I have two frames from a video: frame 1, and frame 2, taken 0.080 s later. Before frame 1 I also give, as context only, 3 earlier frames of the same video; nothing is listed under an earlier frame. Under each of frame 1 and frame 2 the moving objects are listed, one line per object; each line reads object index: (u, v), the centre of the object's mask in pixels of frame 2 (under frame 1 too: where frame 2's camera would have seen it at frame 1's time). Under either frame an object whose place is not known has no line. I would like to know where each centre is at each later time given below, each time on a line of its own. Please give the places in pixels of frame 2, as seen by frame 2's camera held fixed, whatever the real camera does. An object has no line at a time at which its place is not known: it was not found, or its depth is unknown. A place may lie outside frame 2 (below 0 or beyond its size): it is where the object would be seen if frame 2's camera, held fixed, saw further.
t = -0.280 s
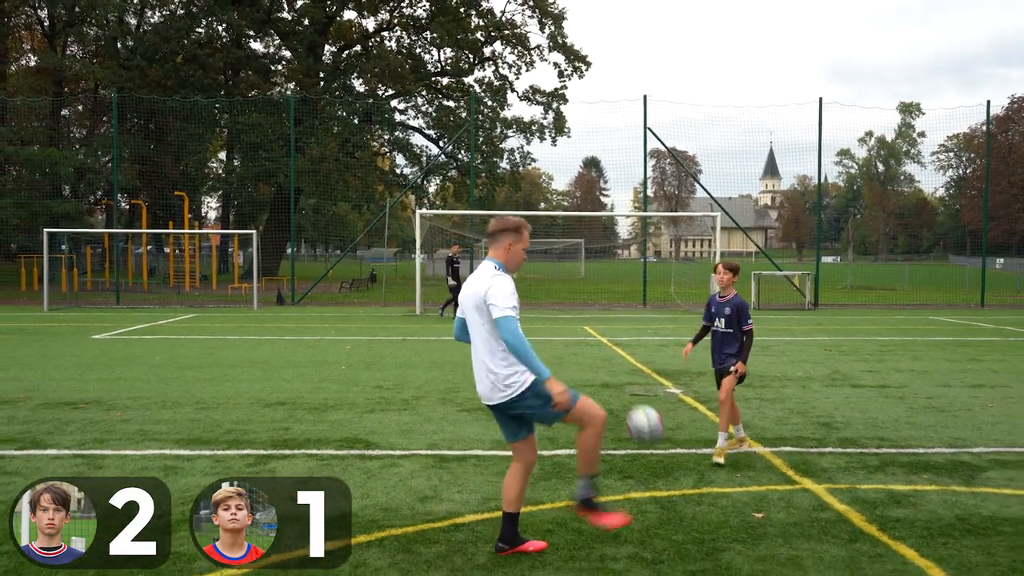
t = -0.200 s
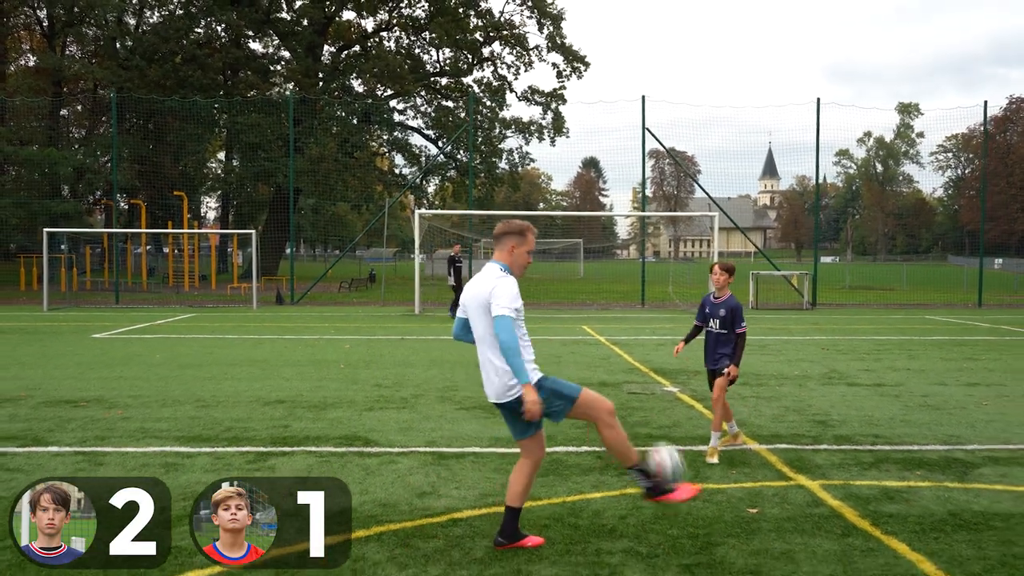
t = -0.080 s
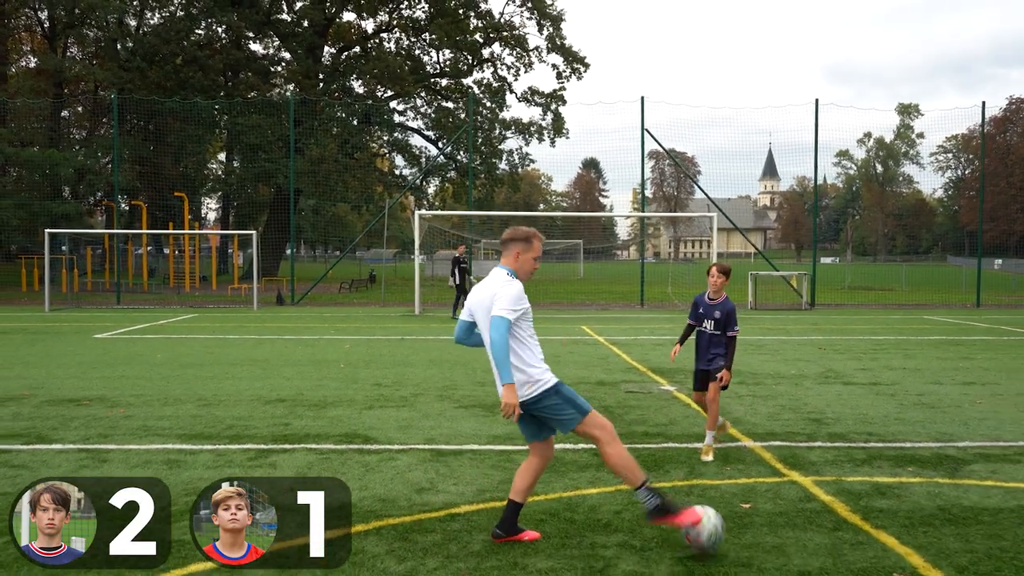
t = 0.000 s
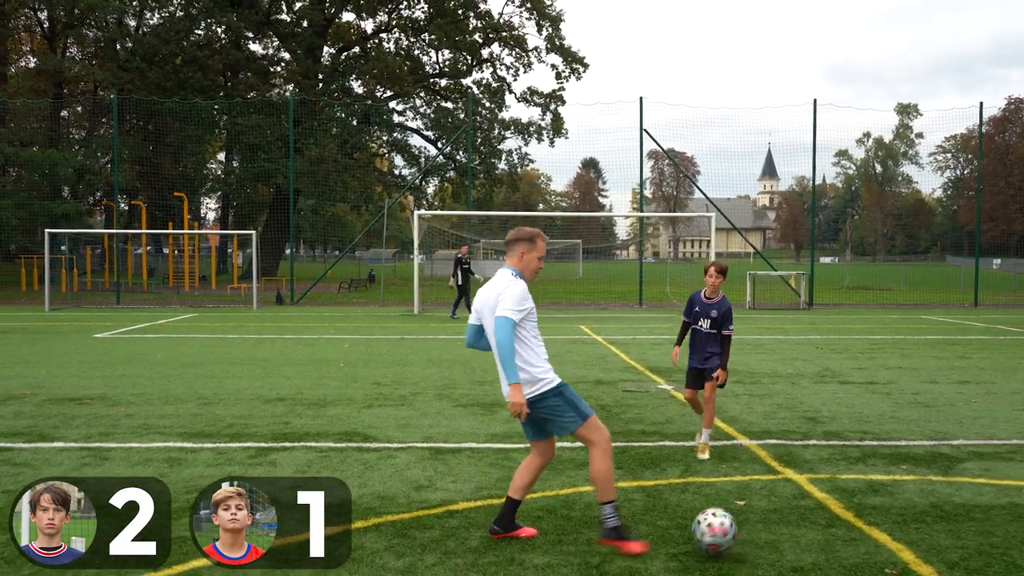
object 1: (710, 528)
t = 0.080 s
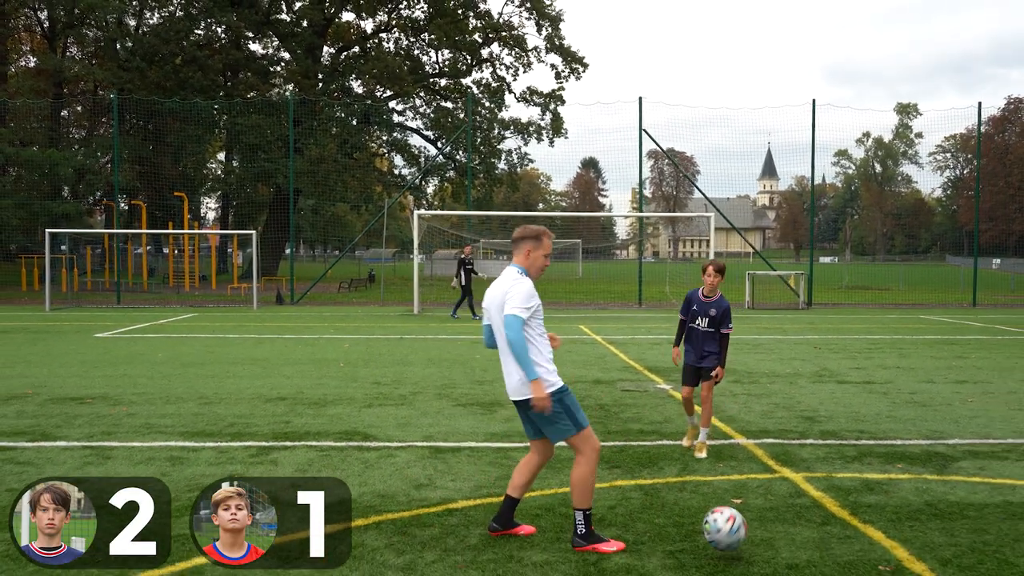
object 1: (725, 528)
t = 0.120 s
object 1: (732, 533)
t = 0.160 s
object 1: (739, 542)
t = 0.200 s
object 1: (745, 547)
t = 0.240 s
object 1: (752, 548)
